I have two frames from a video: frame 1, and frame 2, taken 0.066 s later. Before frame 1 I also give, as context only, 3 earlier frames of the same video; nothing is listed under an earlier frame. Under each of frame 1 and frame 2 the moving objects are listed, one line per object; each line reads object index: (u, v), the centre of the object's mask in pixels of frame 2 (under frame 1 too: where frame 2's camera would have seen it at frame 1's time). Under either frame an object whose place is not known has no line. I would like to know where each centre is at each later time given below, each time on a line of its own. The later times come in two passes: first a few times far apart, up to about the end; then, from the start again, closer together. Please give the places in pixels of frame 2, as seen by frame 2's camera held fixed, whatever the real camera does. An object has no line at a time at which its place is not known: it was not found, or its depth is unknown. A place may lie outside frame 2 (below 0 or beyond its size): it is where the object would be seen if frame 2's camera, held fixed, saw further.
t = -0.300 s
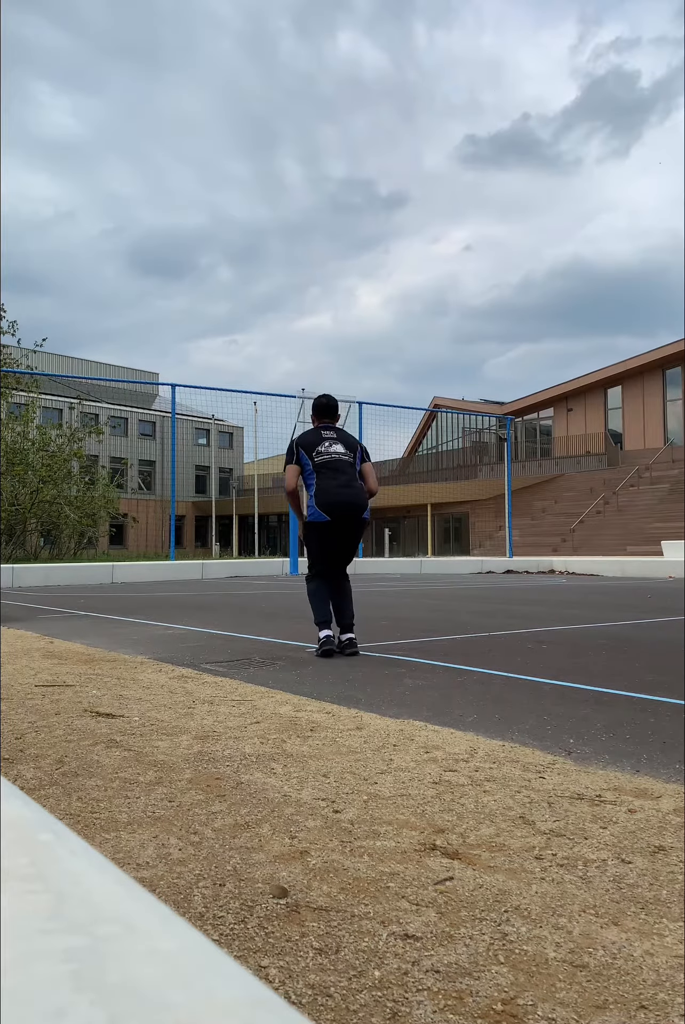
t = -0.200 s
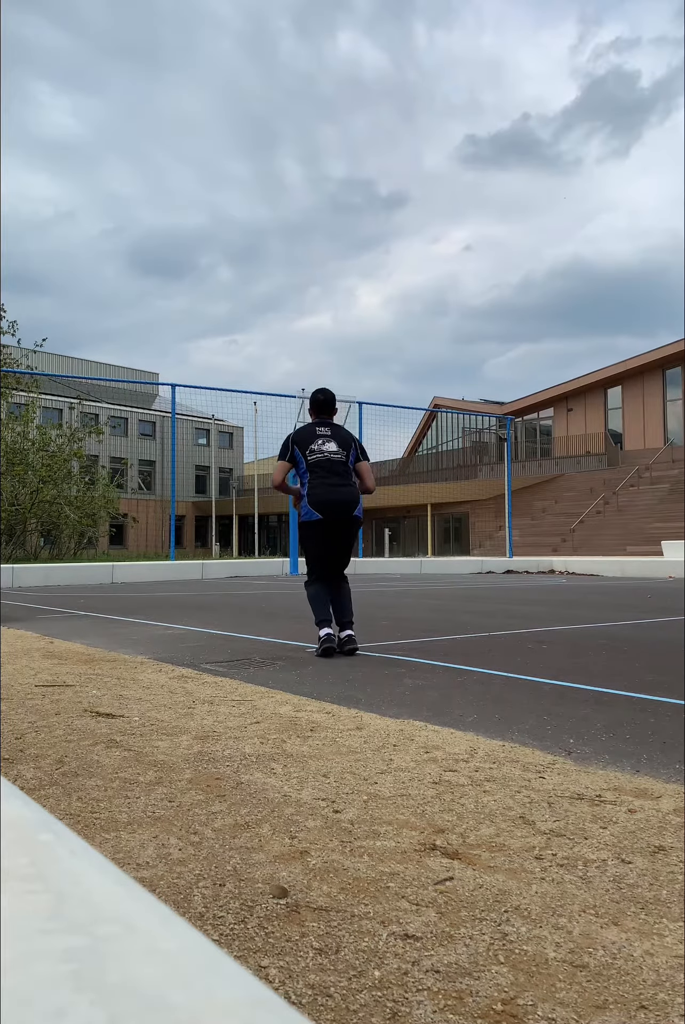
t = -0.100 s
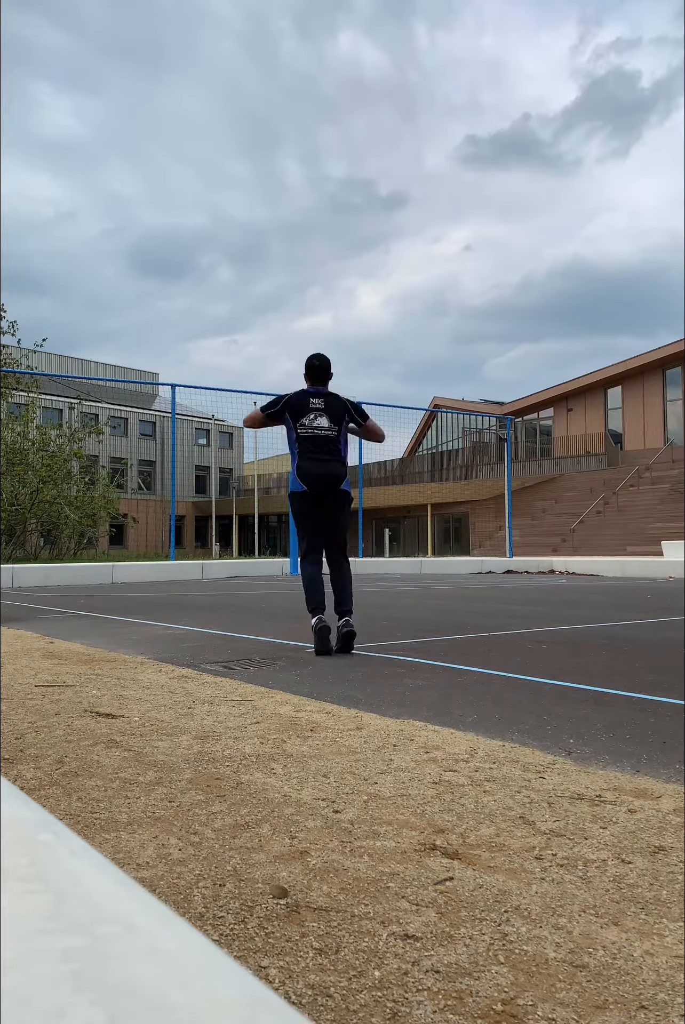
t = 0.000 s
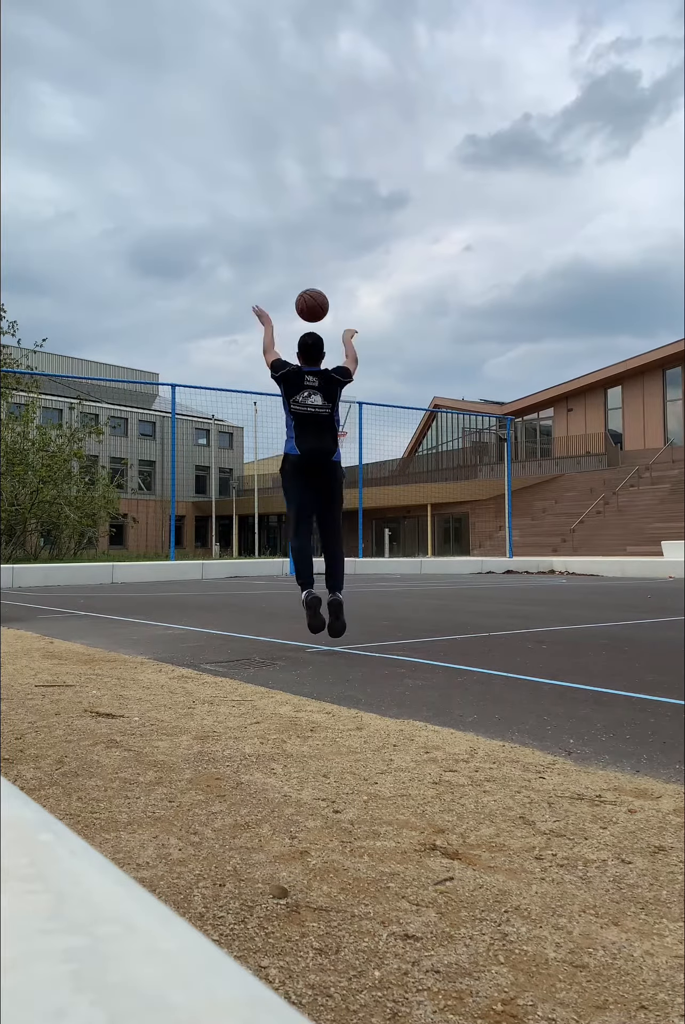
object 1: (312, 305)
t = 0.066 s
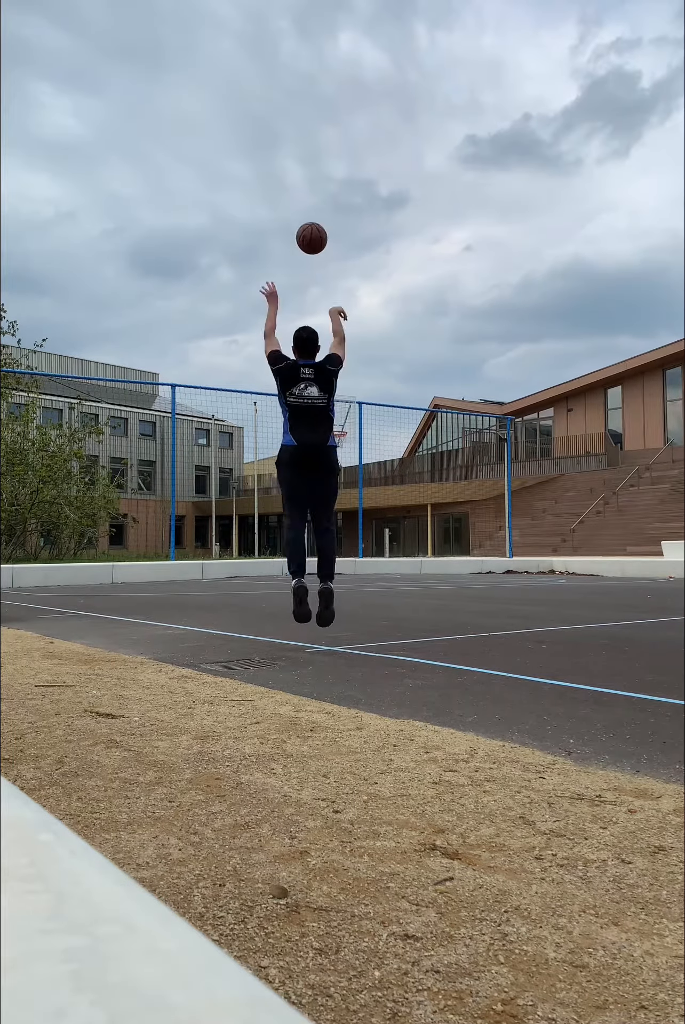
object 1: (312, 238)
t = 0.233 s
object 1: (313, 130)
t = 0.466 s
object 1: (316, 67)
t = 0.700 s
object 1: (318, 64)
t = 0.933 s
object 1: (321, 96)
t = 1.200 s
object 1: (323, 163)
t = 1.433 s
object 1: (326, 239)
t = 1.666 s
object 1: (329, 328)
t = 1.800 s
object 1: (331, 383)
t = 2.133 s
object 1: (331, 444)
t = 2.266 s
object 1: (337, 455)
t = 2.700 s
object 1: (358, 547)
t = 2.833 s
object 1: (364, 556)
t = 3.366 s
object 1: (394, 473)
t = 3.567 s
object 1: (406, 475)
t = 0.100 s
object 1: (312, 210)
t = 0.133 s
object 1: (312, 186)
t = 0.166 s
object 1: (313, 165)
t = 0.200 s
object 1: (313, 146)
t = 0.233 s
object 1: (313, 130)
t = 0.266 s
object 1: (314, 116)
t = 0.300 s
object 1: (314, 104)
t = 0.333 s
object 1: (315, 93)
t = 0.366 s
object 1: (315, 85)
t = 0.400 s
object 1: (315, 77)
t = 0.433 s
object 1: (316, 72)
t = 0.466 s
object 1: (316, 67)
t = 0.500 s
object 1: (317, 64)
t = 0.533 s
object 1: (317, 62)
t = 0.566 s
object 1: (317, 60)
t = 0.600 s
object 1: (318, 60)
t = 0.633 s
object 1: (318, 60)
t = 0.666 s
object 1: (318, 61)
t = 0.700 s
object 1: (318, 64)
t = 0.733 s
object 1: (319, 66)
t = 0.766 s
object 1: (319, 70)
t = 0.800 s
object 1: (320, 74)
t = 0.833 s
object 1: (320, 78)
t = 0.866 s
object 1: (320, 84)
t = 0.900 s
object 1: (321, 90)
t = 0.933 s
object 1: (321, 96)
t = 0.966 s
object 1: (321, 103)
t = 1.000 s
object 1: (321, 110)
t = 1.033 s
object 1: (322, 118)
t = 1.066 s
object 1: (322, 126)
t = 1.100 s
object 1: (322, 135)
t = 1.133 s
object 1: (322, 144)
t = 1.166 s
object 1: (323, 153)
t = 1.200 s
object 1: (323, 163)
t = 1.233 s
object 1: (323, 173)
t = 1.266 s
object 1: (324, 183)
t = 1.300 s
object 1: (324, 194)
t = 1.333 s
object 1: (325, 205)
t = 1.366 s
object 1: (325, 216)
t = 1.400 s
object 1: (326, 228)
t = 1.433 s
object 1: (326, 239)
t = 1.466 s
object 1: (326, 252)
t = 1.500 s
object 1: (327, 264)
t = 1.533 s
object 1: (327, 276)
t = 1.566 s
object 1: (328, 289)
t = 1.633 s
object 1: (329, 315)
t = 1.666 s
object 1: (329, 328)
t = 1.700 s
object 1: (330, 342)
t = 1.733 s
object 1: (330, 355)
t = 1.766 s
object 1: (331, 369)
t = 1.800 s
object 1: (331, 383)
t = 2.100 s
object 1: (330, 441)
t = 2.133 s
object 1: (331, 444)
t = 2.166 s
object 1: (333, 446)
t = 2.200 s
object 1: (334, 448)
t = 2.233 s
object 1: (335, 450)
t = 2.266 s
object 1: (337, 455)
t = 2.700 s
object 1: (358, 547)
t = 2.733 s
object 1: (359, 557)
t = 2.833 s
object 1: (364, 556)
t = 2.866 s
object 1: (367, 548)
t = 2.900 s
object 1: (368, 539)
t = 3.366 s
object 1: (394, 473)
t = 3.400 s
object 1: (396, 473)
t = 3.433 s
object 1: (398, 472)
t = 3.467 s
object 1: (400, 472)
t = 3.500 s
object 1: (402, 472)
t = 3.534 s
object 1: (404, 473)
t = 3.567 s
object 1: (406, 475)
